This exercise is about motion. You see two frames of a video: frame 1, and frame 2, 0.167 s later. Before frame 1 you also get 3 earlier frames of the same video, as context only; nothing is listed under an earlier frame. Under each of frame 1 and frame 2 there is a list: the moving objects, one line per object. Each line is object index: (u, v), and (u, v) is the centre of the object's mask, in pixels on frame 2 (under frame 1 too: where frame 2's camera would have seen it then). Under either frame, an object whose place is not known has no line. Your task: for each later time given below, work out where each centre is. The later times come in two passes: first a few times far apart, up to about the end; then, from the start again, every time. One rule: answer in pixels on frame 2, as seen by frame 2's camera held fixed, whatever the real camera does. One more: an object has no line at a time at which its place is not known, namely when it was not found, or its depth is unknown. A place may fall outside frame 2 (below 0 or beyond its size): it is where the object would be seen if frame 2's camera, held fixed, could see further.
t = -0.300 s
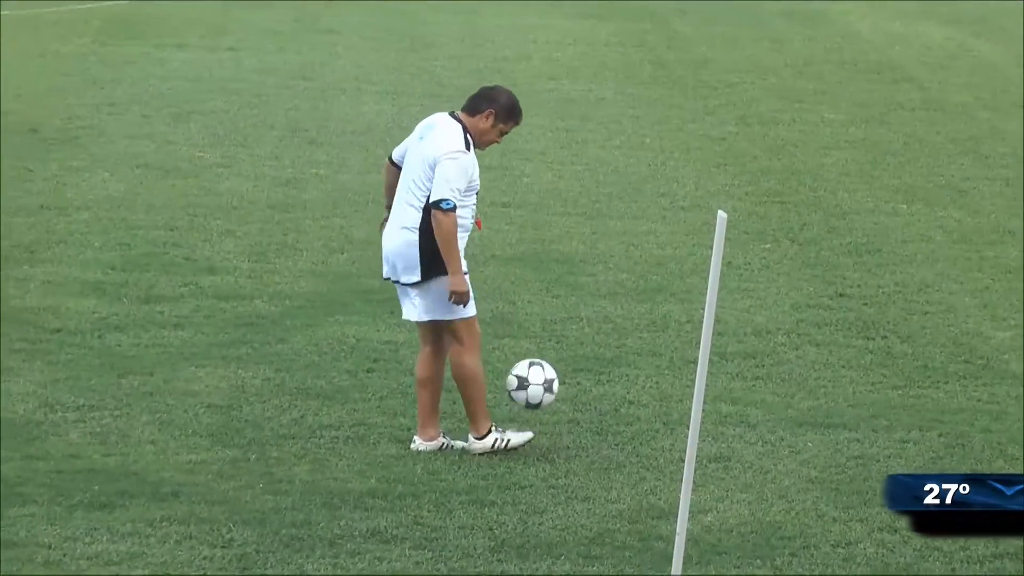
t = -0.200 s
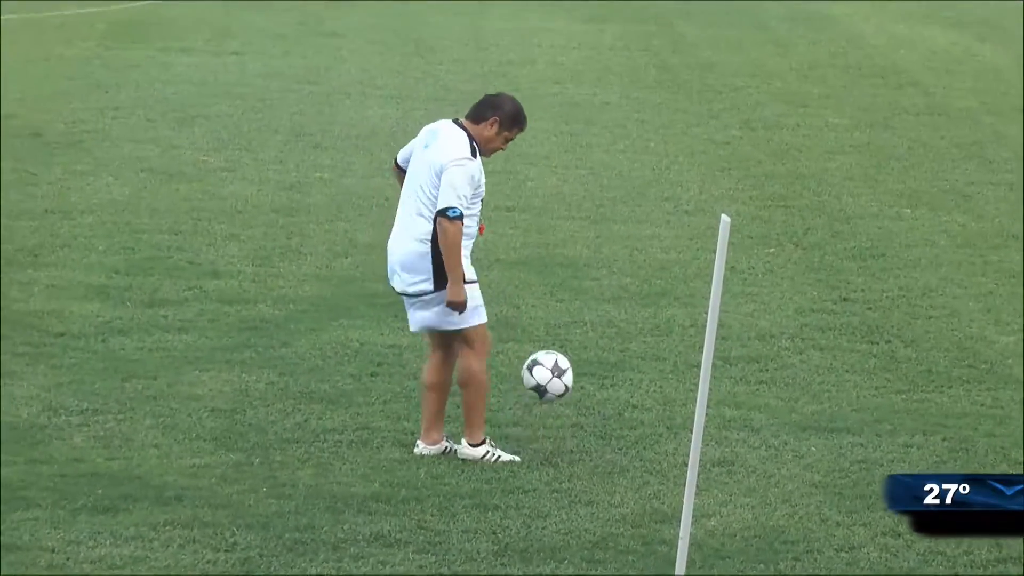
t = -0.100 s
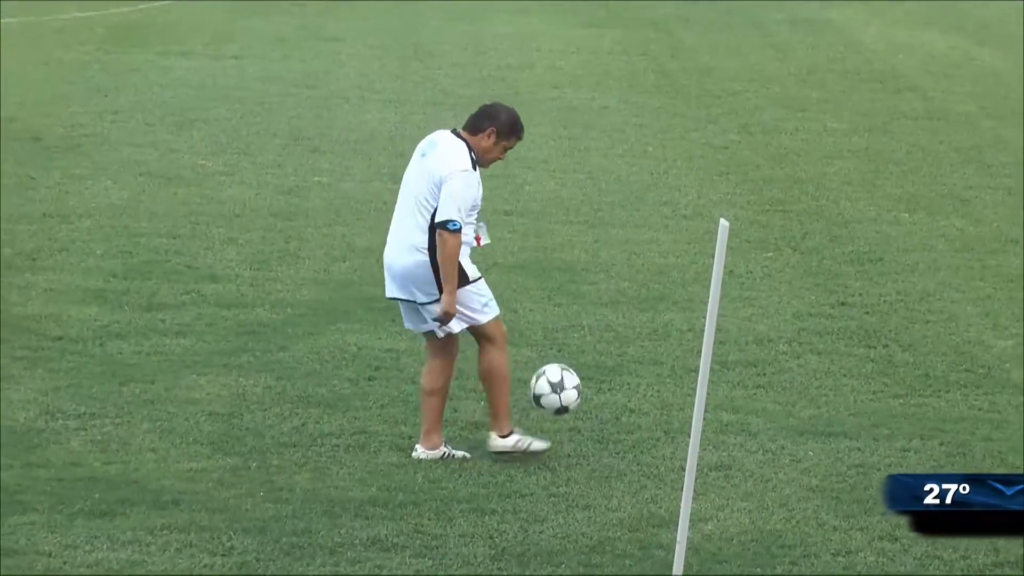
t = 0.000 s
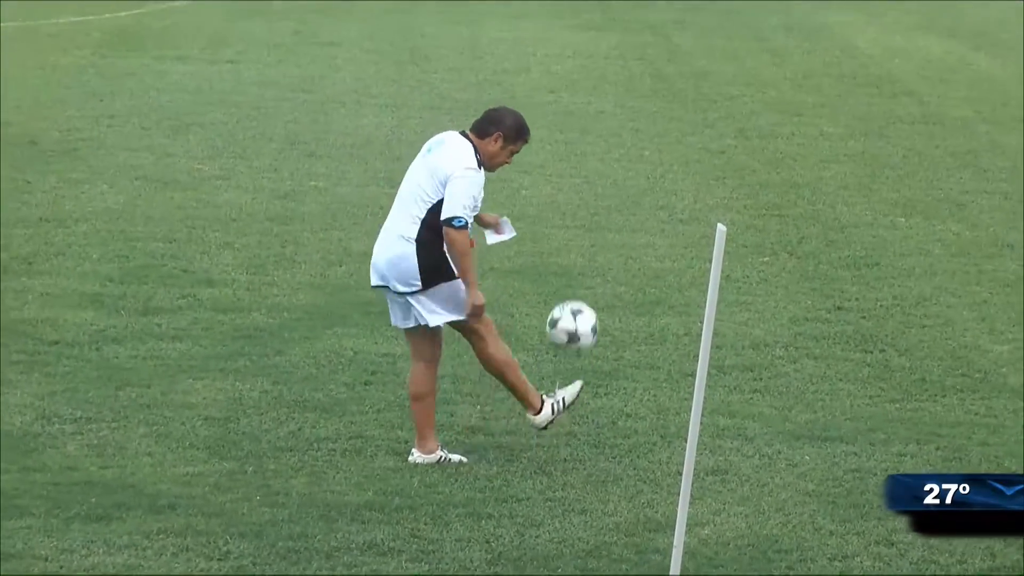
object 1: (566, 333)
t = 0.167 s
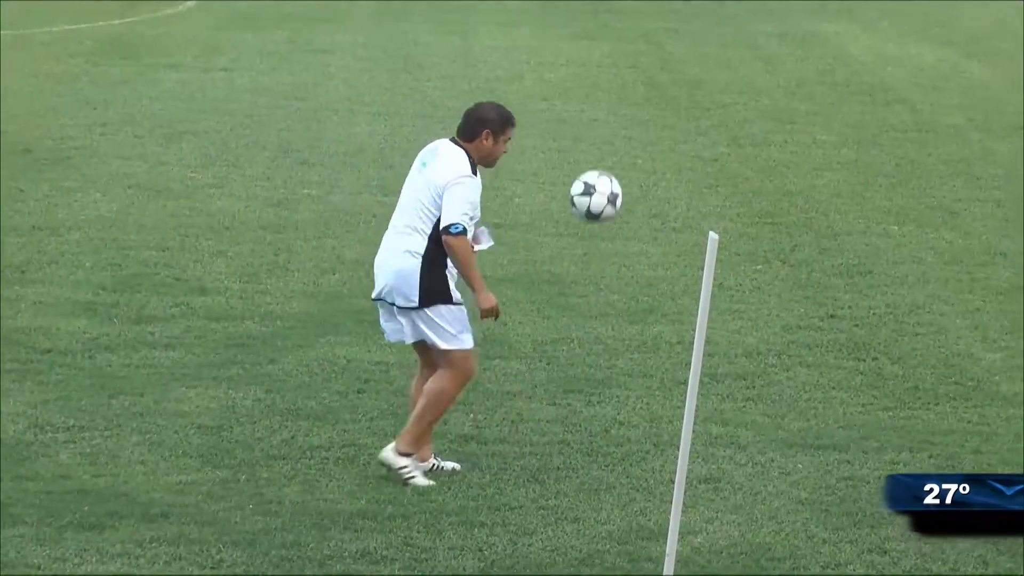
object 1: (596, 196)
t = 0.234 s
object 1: (607, 157)
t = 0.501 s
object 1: (650, 98)
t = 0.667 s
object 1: (676, 140)
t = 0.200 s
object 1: (601, 175)
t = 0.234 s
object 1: (607, 157)
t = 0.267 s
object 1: (612, 141)
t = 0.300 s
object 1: (618, 127)
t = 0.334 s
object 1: (623, 117)
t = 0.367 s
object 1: (627, 108)
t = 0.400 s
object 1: (633, 102)
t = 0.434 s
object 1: (639, 98)
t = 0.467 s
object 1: (644, 97)
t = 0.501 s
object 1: (650, 98)
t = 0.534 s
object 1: (655, 102)
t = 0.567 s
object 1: (661, 108)
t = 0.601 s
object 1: (666, 116)
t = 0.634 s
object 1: (671, 127)
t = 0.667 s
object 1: (676, 140)
